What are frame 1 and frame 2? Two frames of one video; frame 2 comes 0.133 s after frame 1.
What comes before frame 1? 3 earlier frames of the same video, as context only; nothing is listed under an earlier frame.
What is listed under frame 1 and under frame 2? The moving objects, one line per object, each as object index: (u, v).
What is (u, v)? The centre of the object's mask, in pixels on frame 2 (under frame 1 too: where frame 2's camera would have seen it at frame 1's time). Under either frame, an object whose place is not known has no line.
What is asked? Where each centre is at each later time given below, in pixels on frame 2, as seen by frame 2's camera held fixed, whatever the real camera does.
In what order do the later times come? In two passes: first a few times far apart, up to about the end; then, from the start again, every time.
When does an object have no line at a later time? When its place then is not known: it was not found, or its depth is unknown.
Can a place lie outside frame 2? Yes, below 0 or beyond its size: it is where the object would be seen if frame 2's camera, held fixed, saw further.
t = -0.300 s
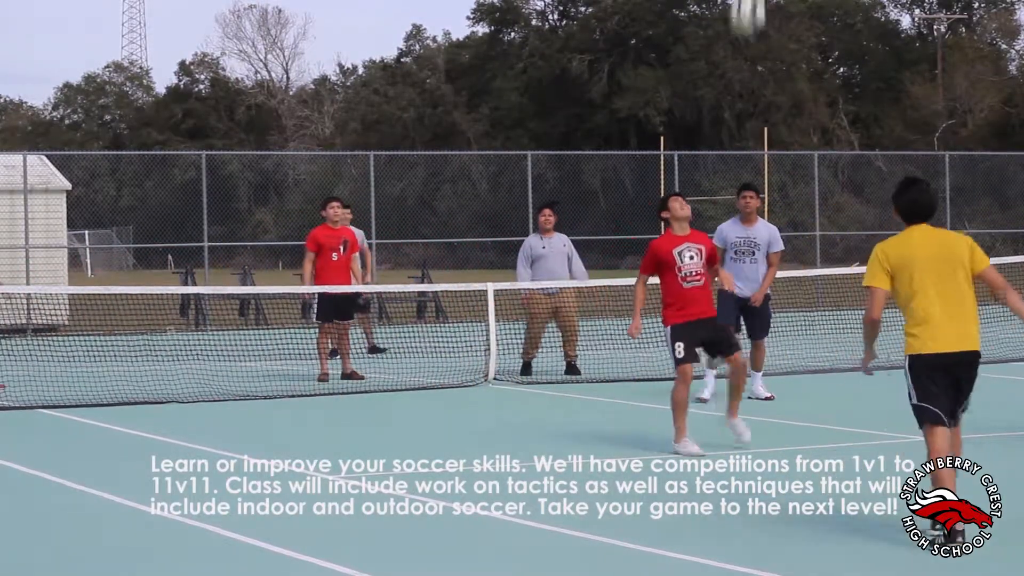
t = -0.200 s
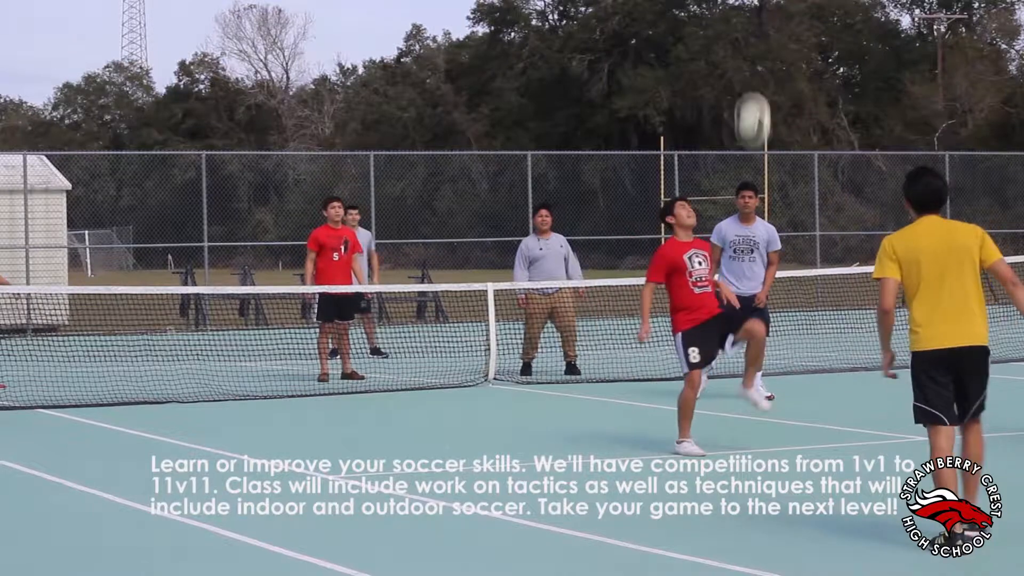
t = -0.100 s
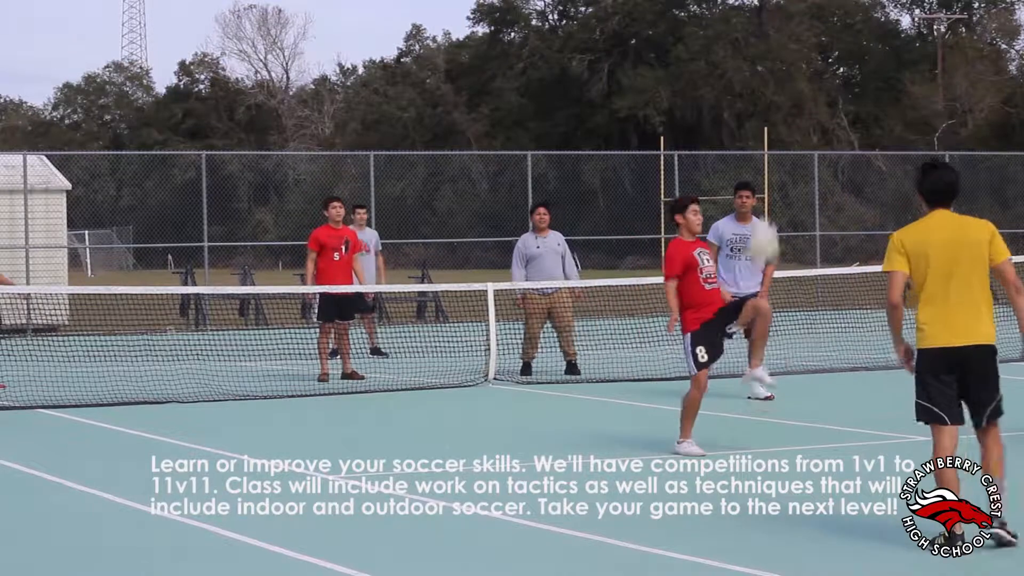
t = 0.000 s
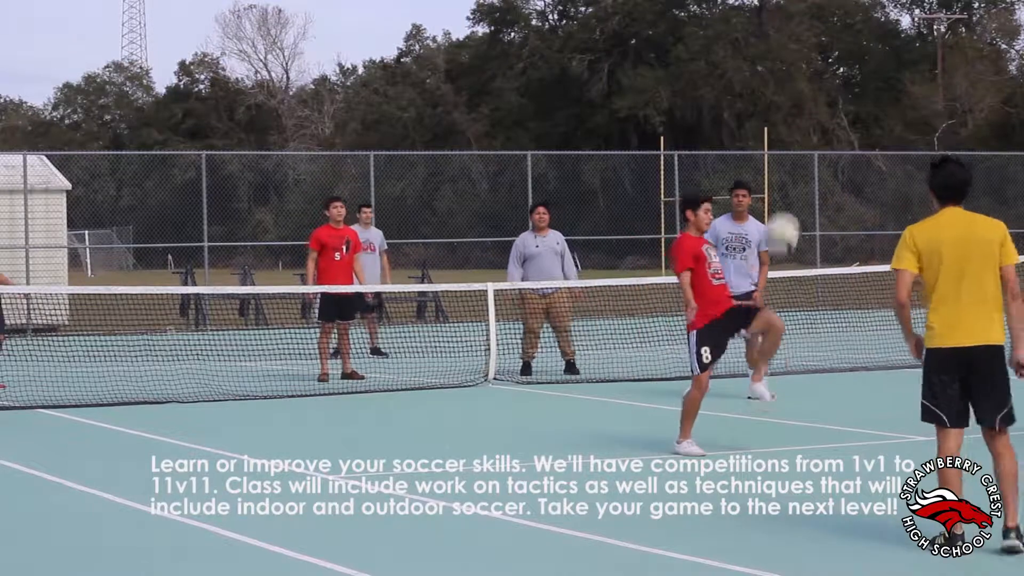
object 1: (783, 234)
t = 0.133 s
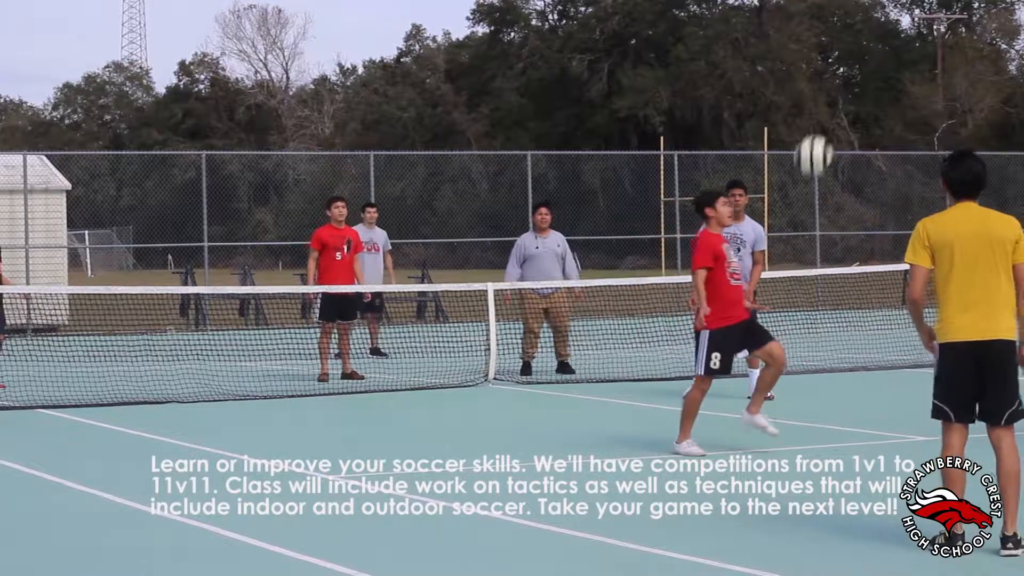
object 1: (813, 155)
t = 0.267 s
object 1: (846, 105)
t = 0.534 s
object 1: (916, 88)
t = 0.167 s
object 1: (822, 140)
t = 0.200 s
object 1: (830, 127)
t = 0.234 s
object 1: (837, 115)
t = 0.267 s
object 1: (846, 105)
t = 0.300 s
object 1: (854, 97)
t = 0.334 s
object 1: (863, 90)
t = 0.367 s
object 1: (872, 85)
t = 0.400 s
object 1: (880, 82)
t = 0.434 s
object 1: (889, 81)
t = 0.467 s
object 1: (899, 81)
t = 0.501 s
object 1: (908, 84)
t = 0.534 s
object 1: (916, 88)
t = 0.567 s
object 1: (926, 94)
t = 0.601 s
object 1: (935, 103)
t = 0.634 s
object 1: (944, 113)
